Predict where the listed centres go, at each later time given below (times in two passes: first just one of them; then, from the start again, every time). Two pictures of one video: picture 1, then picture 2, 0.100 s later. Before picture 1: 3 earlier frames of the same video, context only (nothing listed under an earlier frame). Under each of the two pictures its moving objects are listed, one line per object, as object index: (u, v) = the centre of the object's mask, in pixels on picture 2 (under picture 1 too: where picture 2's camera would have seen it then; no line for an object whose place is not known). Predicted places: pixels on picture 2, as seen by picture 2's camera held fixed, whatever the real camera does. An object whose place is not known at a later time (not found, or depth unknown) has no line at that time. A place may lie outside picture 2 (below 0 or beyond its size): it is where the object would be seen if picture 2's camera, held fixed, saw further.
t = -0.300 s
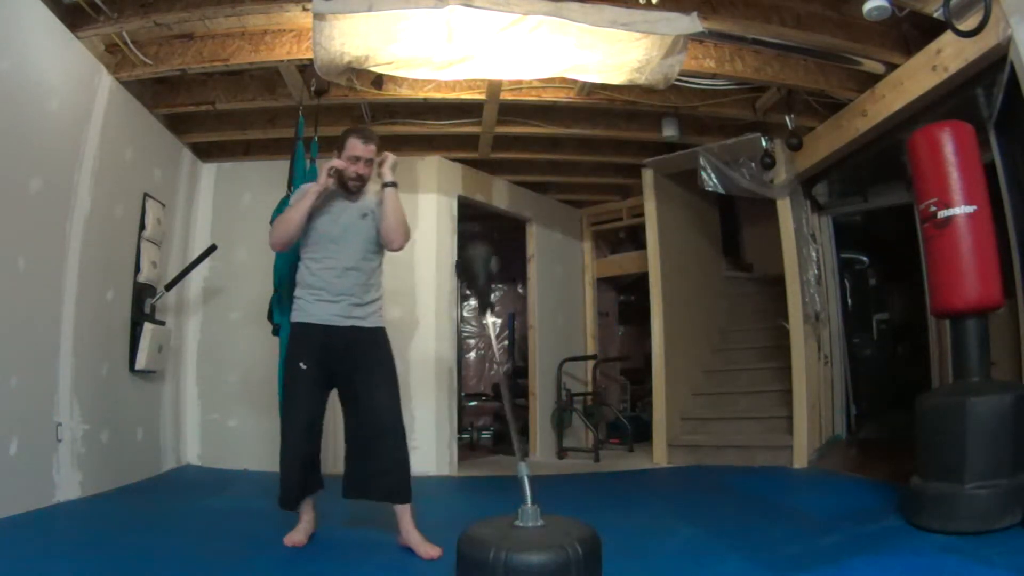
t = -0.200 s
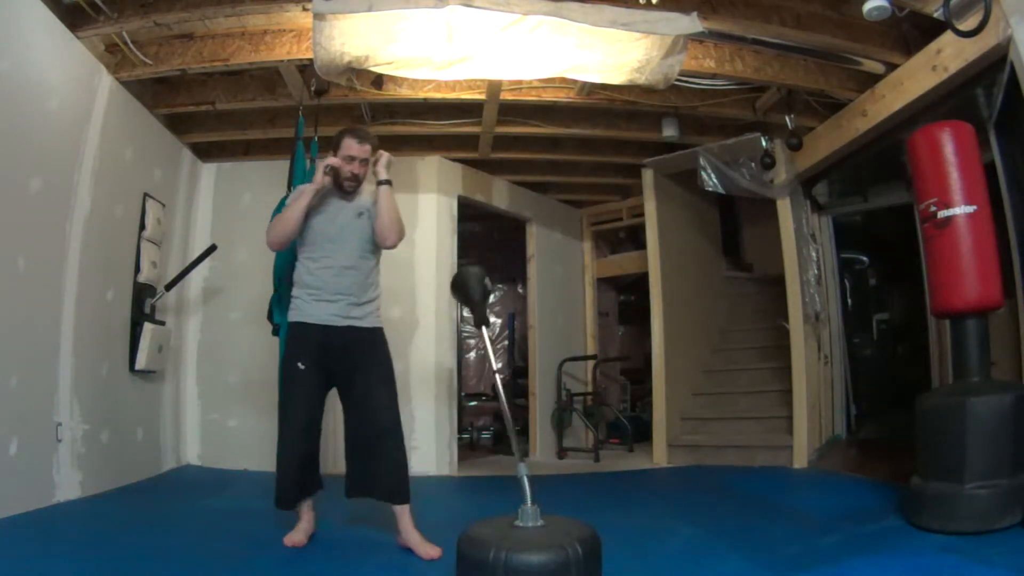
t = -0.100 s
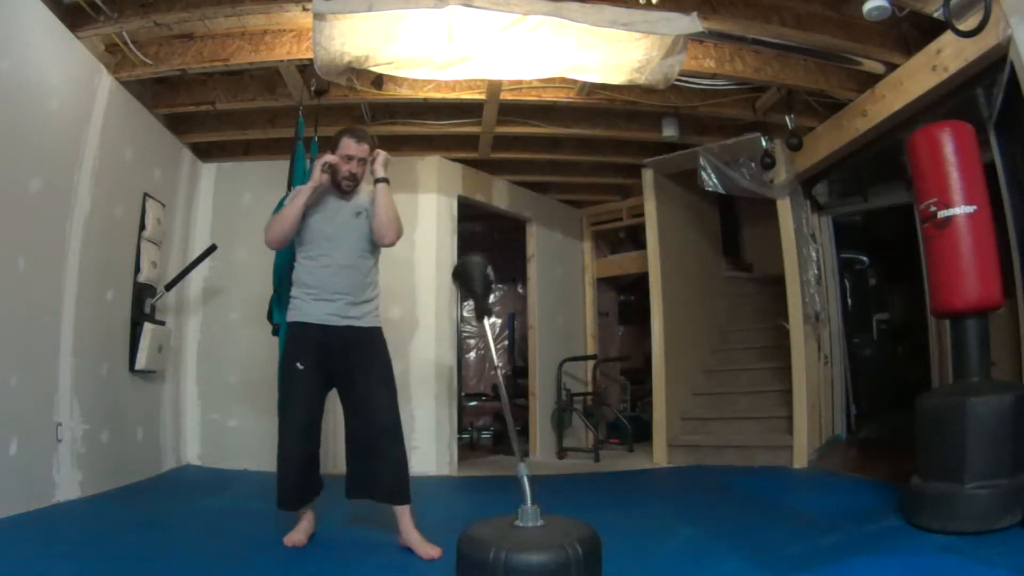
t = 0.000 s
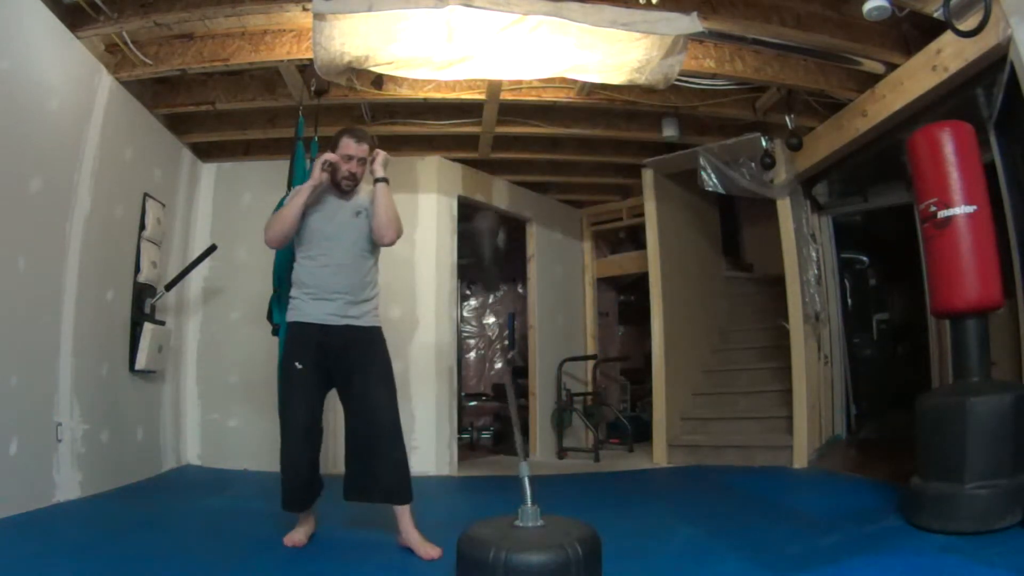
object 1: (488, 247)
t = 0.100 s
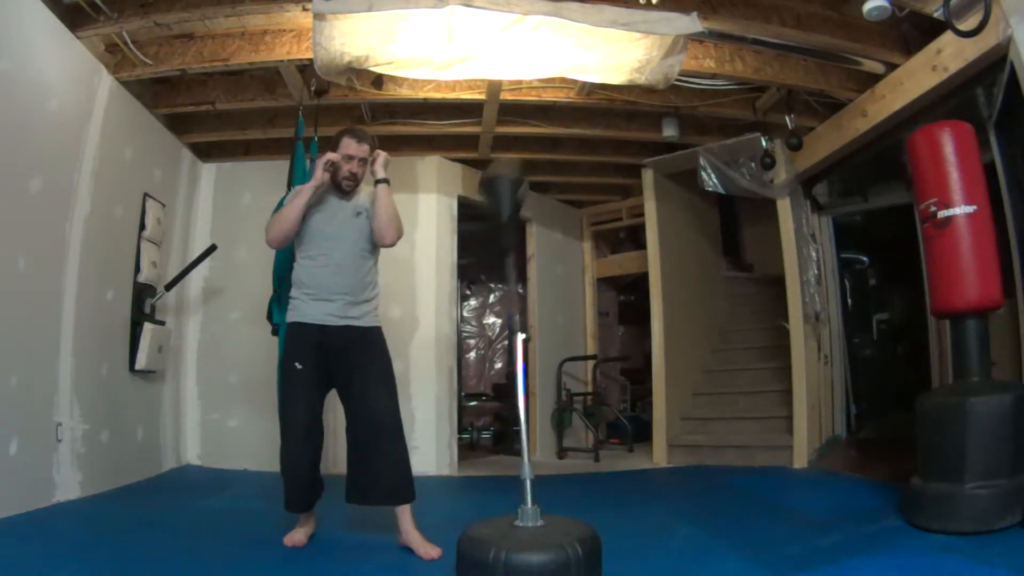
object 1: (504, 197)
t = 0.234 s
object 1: (552, 148)
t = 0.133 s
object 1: (515, 173)
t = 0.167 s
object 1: (525, 172)
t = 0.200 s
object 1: (537, 156)
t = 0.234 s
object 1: (552, 148)
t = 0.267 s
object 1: (567, 140)
